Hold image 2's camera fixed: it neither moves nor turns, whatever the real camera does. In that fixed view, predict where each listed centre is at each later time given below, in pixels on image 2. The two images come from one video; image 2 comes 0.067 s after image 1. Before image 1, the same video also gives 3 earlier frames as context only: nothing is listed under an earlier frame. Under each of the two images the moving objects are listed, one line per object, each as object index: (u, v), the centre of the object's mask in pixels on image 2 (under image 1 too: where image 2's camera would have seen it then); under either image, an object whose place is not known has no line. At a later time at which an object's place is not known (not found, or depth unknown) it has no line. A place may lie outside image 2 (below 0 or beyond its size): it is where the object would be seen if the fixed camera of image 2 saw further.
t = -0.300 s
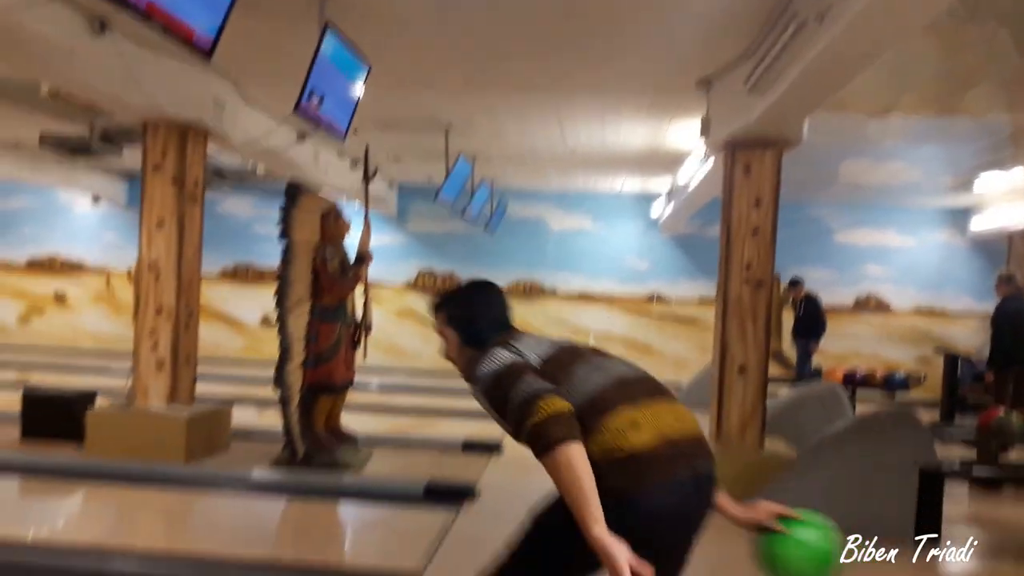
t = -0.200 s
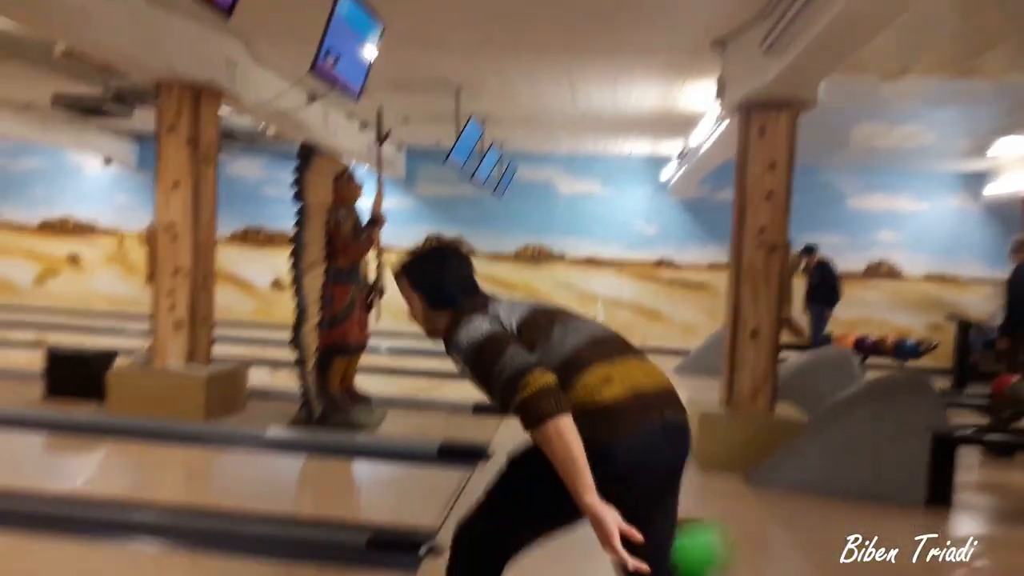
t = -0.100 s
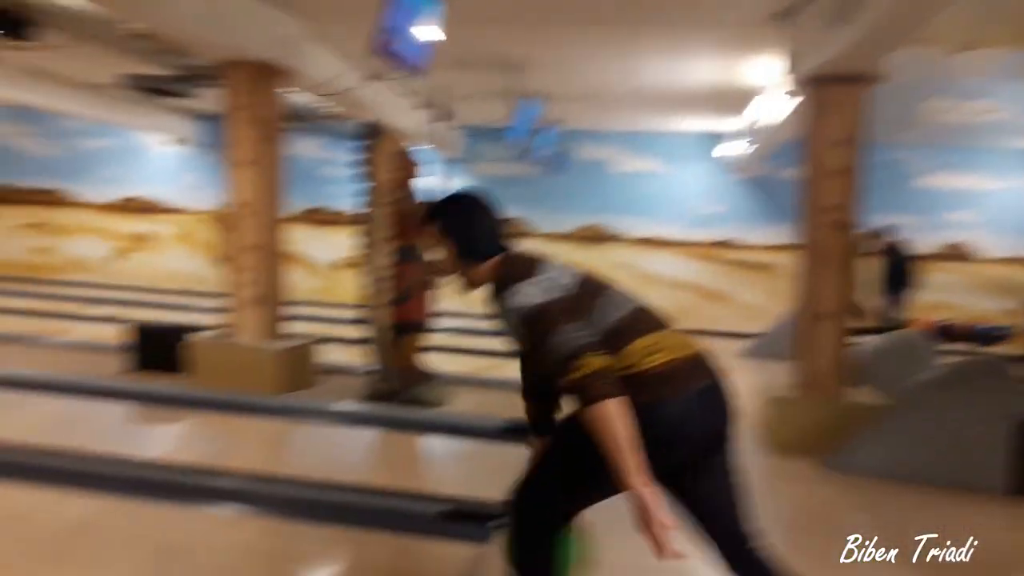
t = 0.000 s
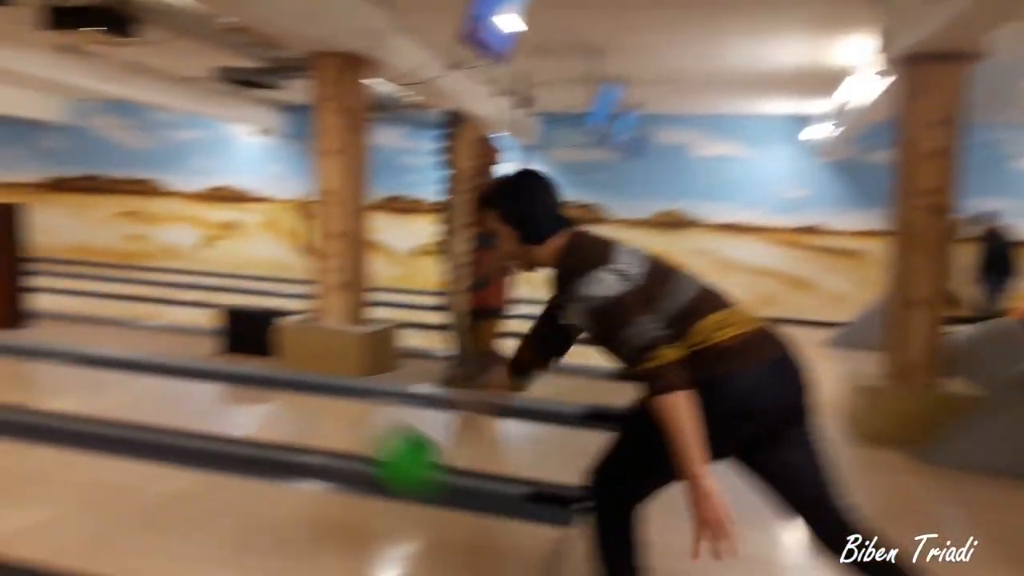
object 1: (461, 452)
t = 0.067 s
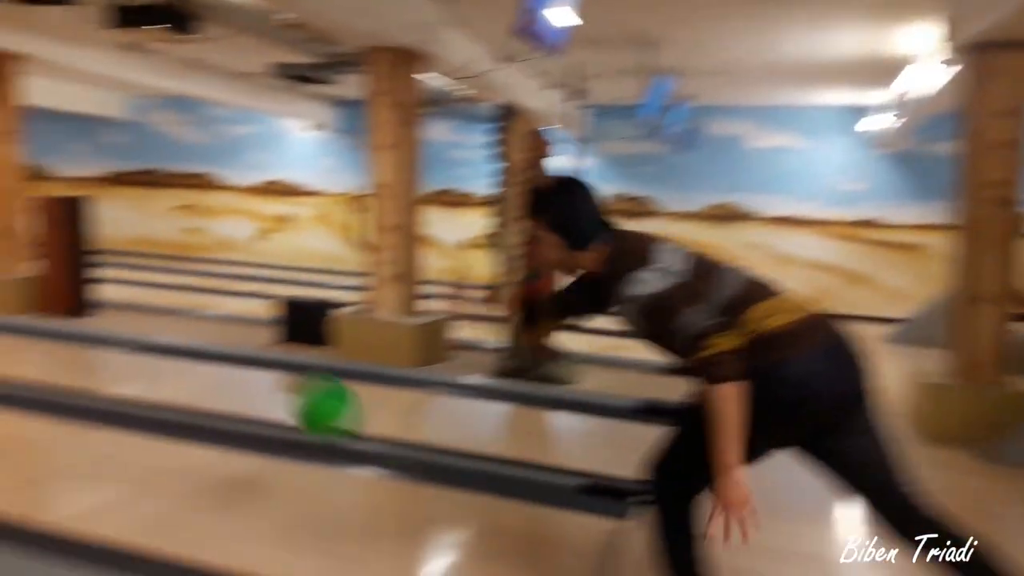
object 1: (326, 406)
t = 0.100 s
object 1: (262, 392)
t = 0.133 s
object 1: (200, 379)
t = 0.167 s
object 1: (142, 369)
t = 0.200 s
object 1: (87, 363)
